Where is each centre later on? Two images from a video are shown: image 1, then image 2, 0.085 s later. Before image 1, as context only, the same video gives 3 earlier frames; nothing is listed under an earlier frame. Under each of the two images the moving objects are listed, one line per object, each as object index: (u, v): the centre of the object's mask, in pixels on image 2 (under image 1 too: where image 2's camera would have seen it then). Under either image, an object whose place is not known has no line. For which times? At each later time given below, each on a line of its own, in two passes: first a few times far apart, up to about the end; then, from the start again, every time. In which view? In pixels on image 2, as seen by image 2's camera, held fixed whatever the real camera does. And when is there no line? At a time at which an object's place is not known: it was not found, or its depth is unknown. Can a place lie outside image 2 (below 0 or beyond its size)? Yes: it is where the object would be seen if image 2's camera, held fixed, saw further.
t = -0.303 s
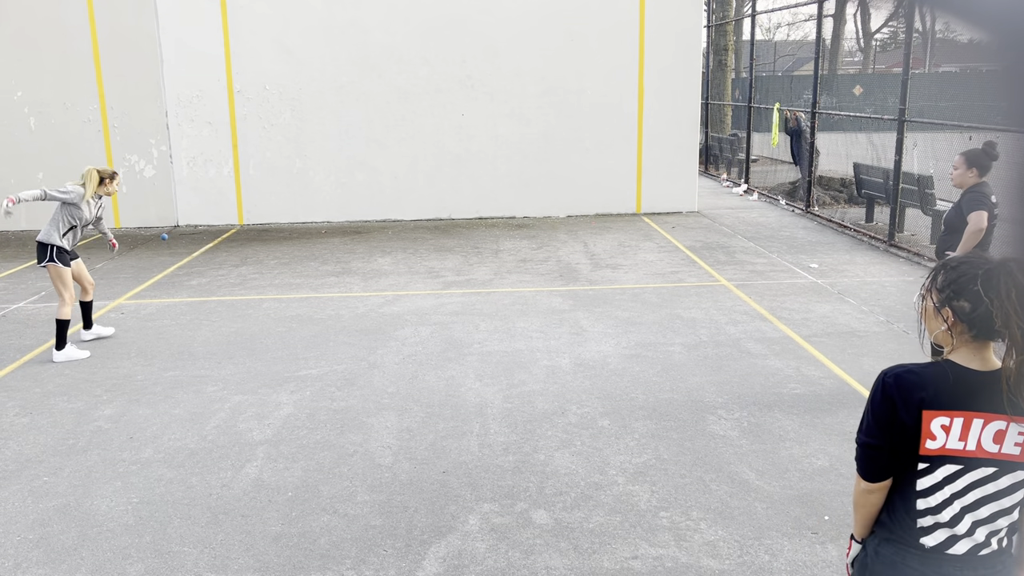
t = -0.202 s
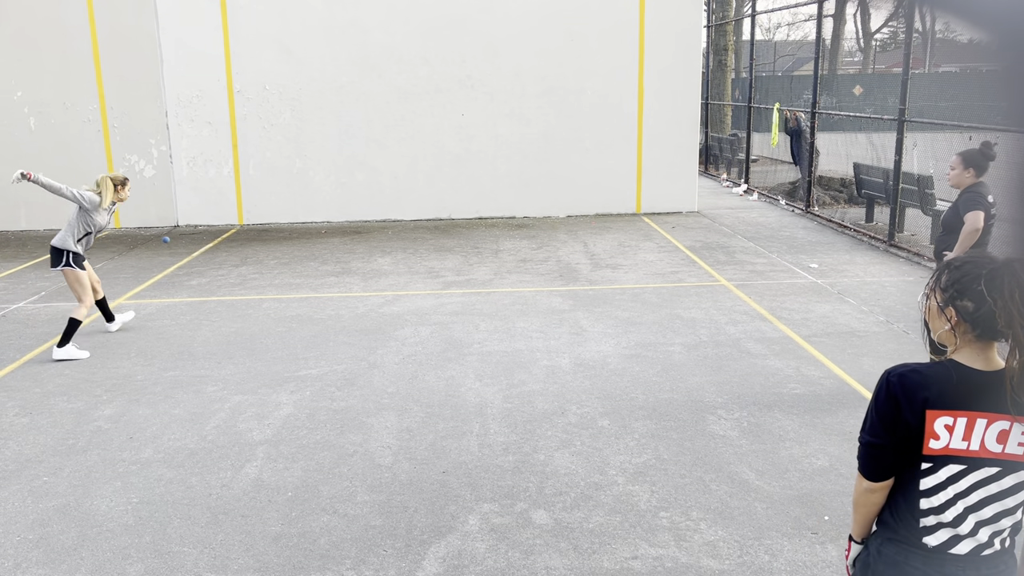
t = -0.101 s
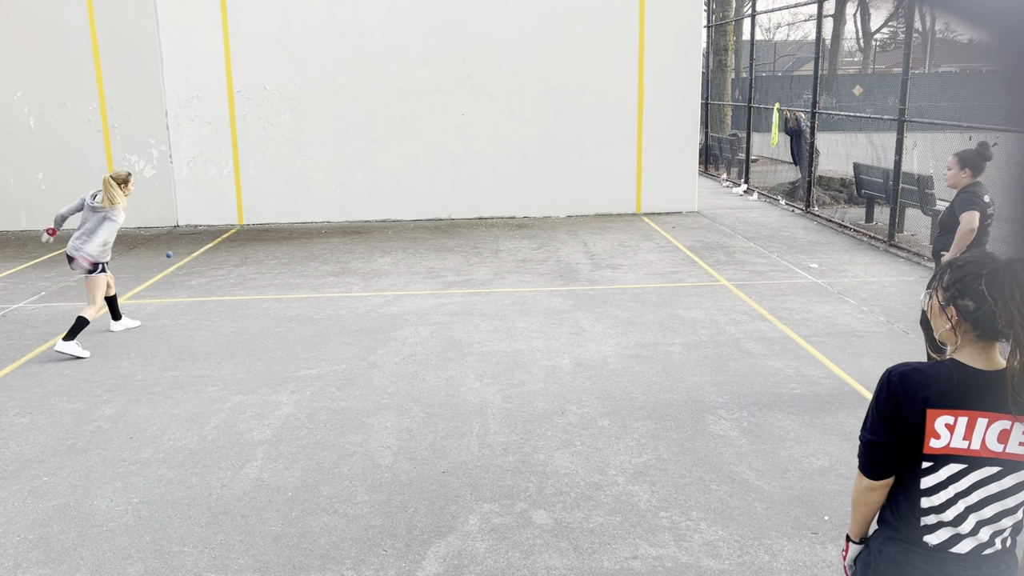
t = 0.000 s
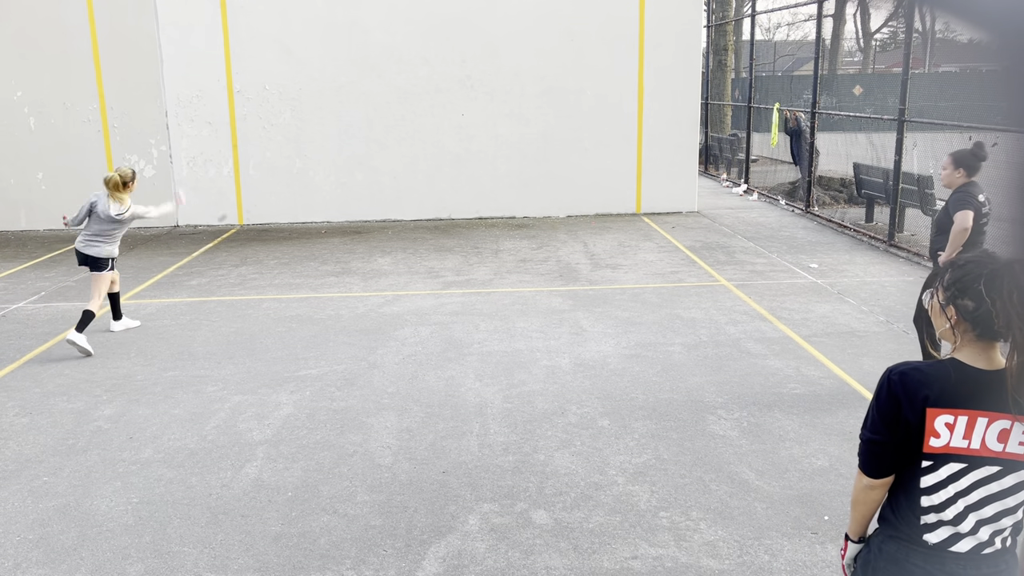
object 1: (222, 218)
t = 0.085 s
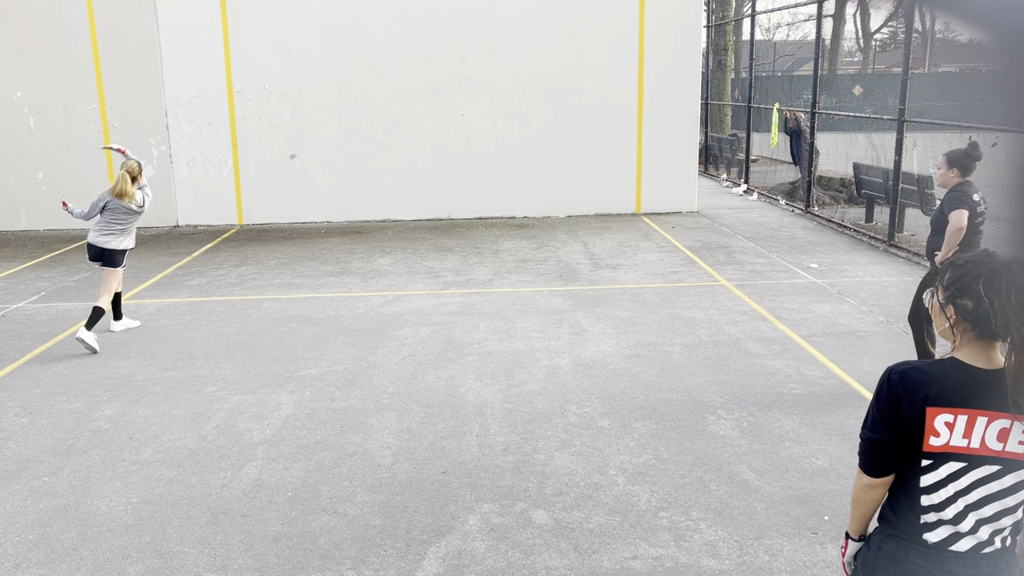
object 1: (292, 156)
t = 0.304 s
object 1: (391, 88)
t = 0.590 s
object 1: (447, 89)
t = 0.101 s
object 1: (304, 147)
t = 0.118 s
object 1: (314, 139)
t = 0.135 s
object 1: (324, 131)
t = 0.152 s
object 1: (335, 124)
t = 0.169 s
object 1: (343, 118)
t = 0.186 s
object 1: (352, 112)
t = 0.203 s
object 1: (360, 107)
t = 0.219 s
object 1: (367, 102)
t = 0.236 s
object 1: (374, 98)
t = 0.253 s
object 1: (381, 94)
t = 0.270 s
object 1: (387, 91)
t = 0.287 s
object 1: (389, 89)
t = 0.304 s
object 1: (391, 88)
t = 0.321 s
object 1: (393, 86)
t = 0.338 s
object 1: (396, 85)
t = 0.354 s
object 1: (398, 84)
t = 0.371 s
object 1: (401, 83)
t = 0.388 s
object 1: (404, 82)
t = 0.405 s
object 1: (407, 81)
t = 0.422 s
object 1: (410, 81)
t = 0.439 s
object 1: (413, 81)
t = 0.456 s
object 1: (416, 80)
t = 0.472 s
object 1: (419, 81)
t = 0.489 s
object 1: (423, 81)
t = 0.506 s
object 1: (426, 82)
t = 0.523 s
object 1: (430, 83)
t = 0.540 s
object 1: (434, 84)
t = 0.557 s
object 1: (438, 86)
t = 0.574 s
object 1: (442, 87)
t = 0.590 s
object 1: (447, 89)
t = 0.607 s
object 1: (451, 92)
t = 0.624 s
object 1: (456, 94)
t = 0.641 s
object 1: (461, 97)
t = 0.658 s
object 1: (466, 101)
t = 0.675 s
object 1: (472, 105)
